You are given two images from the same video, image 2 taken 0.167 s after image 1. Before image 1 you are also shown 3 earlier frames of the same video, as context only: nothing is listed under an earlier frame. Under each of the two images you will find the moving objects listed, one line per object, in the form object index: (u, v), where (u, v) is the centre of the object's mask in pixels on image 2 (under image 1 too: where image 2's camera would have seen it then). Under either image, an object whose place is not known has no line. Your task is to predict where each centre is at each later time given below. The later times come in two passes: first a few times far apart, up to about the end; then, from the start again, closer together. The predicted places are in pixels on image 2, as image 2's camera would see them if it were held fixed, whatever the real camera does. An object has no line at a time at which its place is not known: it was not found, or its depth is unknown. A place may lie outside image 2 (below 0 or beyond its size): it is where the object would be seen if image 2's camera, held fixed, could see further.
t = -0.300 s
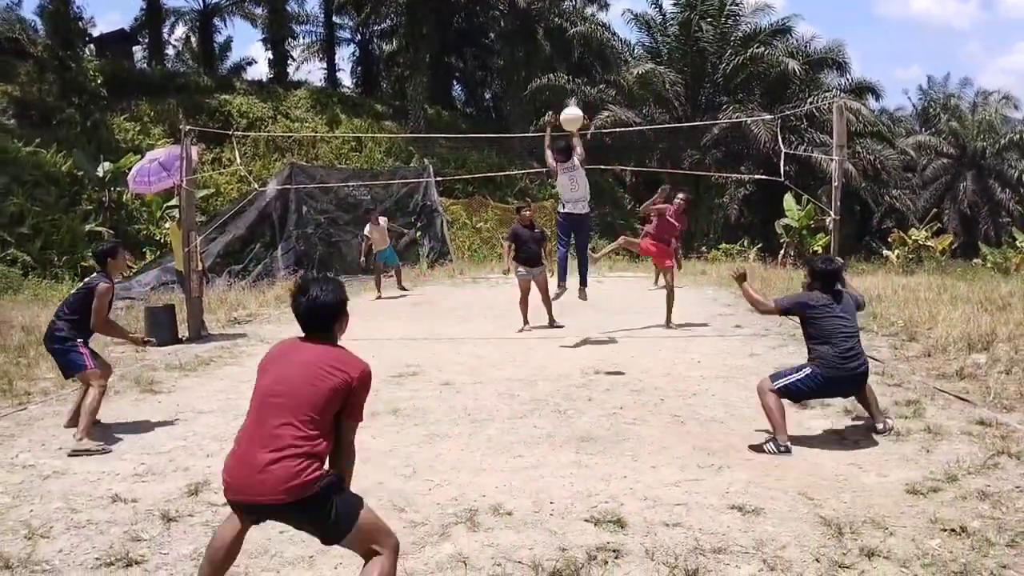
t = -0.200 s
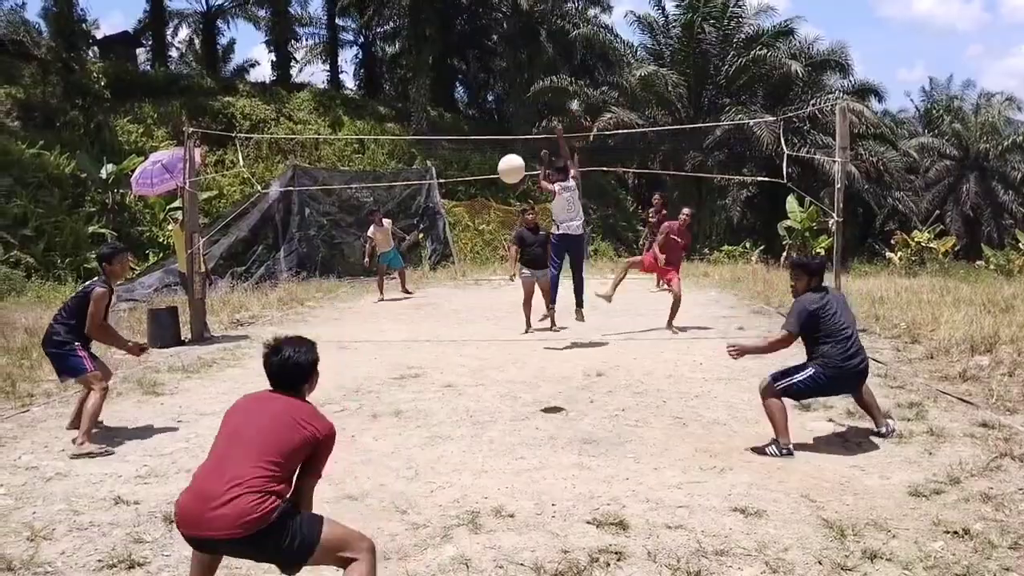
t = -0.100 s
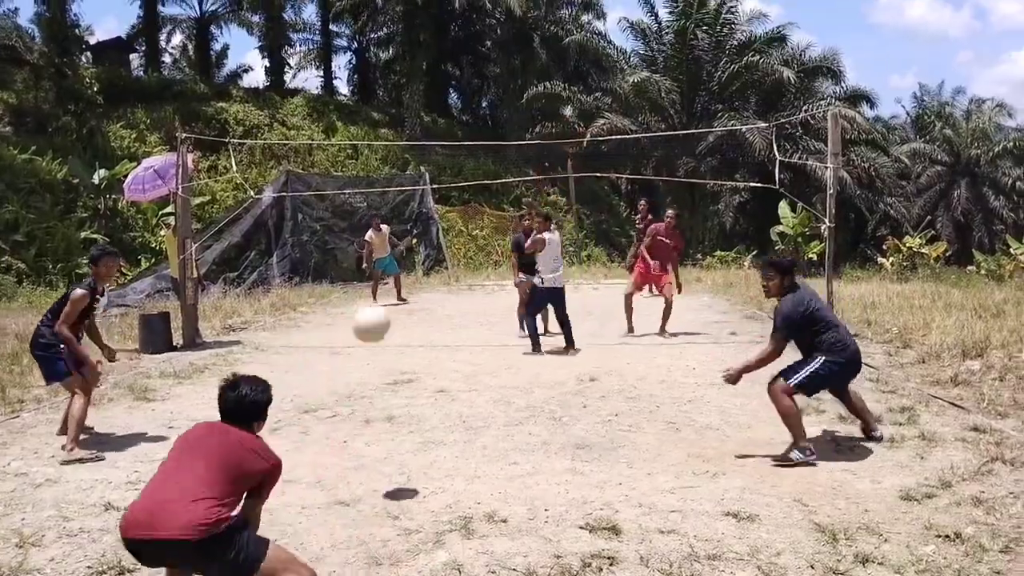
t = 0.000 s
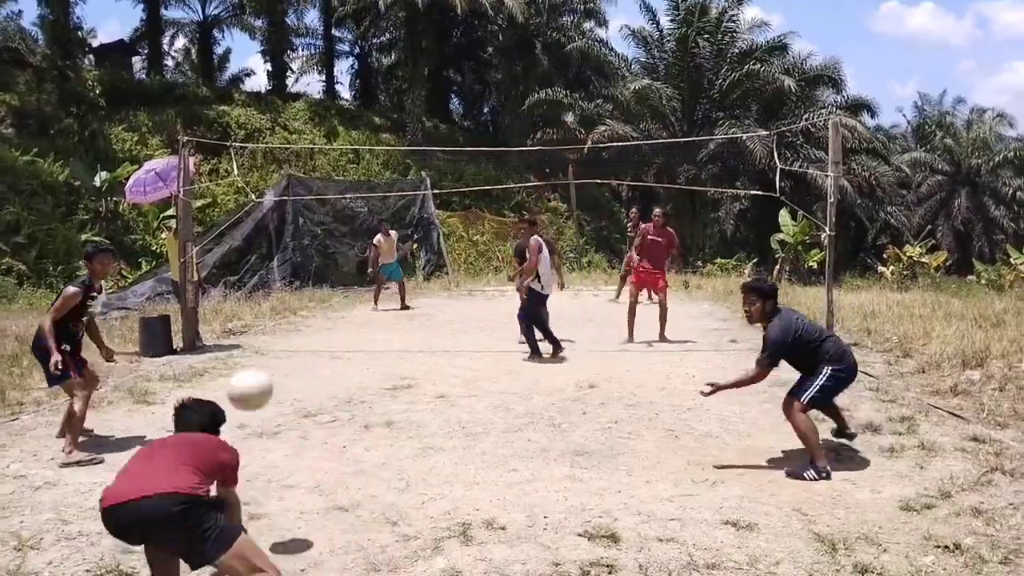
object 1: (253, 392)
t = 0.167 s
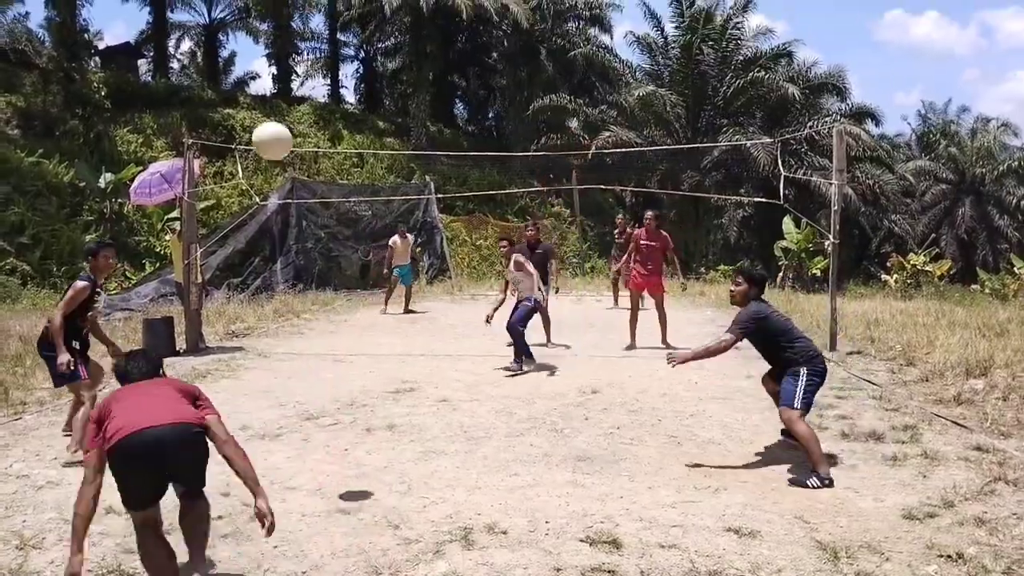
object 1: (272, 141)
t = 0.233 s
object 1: (276, 92)
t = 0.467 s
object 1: (303, 37)
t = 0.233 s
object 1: (276, 92)
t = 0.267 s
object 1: (281, 74)
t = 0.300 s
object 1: (284, 59)
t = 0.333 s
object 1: (290, 38)
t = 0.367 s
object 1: (292, 33)
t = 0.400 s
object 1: (298, 29)
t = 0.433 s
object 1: (300, 31)
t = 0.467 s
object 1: (303, 37)
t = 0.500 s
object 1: (306, 43)
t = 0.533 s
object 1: (309, 51)
